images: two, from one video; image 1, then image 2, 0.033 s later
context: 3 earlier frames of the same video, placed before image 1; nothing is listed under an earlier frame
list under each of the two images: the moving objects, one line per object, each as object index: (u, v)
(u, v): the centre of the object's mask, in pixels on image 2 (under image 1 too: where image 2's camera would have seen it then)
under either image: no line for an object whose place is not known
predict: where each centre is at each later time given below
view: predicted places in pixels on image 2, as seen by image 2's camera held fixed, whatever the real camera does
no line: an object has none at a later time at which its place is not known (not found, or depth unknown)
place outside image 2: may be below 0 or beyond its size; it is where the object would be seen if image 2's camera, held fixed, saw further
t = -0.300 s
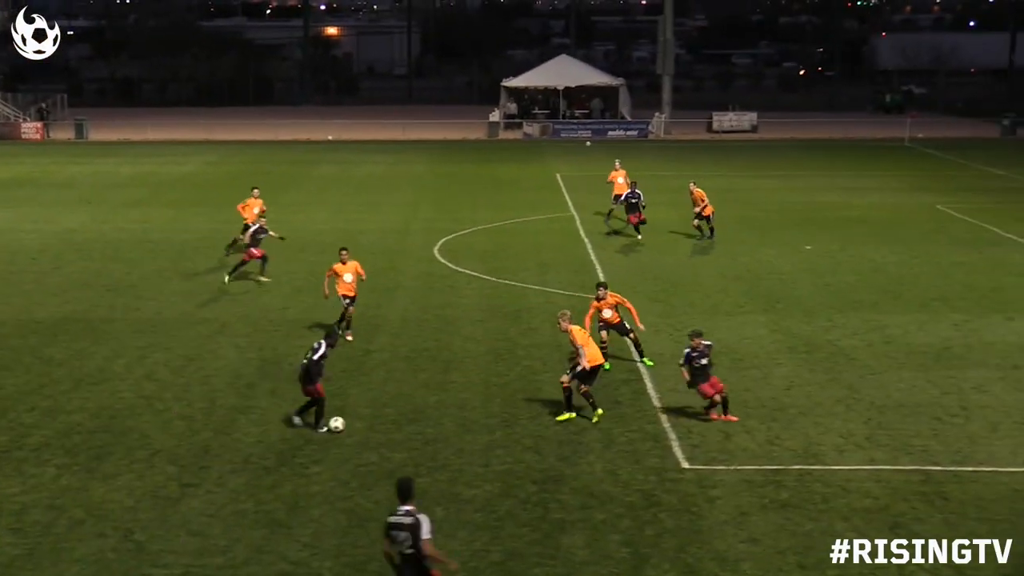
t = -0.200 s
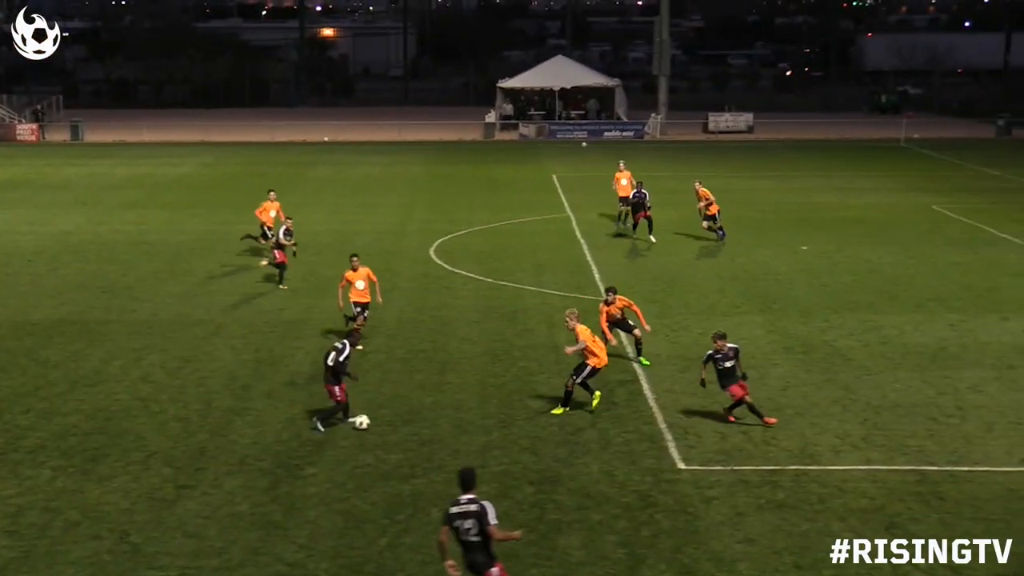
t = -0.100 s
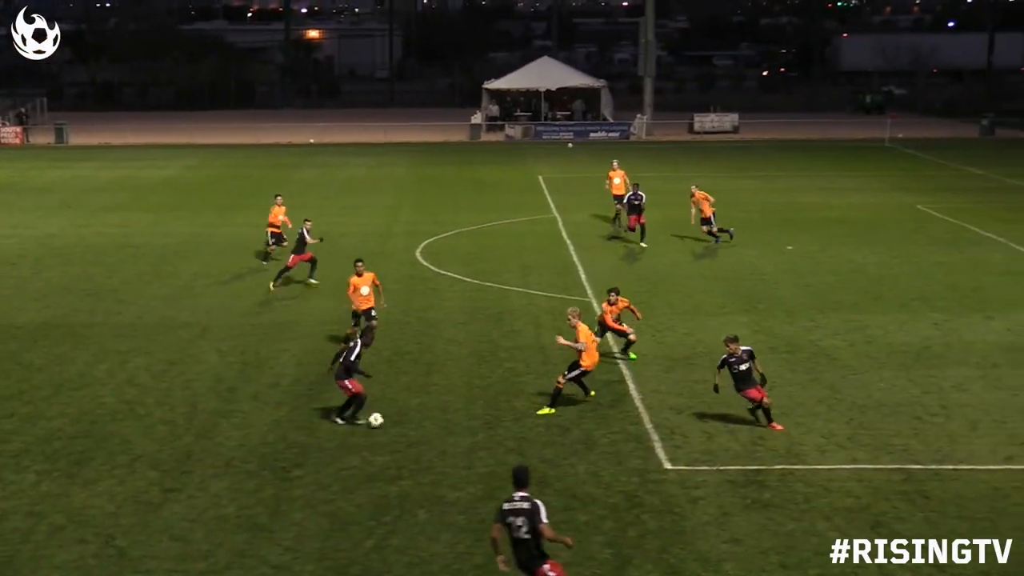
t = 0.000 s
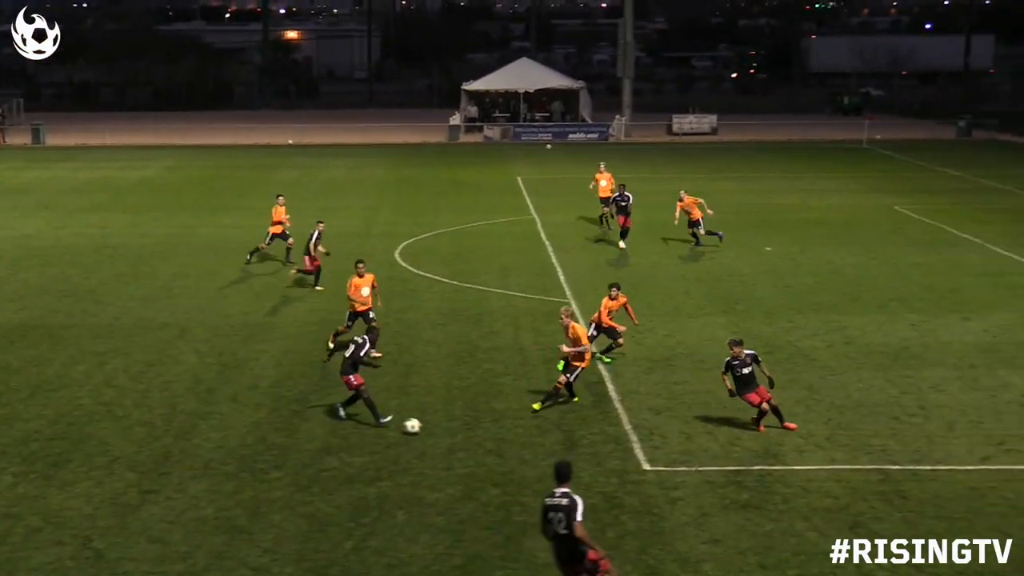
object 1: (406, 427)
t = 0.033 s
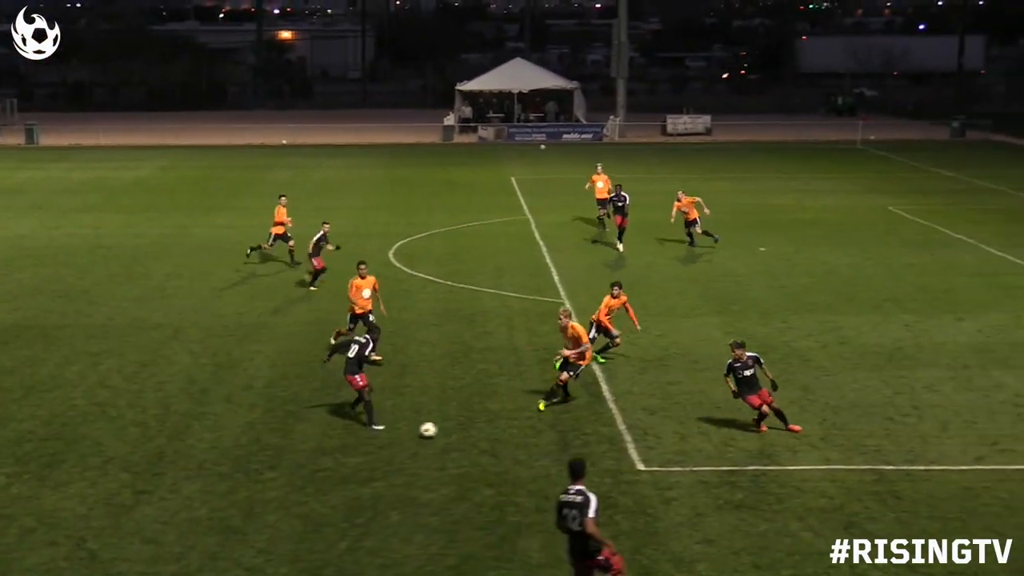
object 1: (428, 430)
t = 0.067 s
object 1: (450, 435)
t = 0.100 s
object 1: (471, 437)
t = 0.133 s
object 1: (490, 437)
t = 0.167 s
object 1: (509, 437)
